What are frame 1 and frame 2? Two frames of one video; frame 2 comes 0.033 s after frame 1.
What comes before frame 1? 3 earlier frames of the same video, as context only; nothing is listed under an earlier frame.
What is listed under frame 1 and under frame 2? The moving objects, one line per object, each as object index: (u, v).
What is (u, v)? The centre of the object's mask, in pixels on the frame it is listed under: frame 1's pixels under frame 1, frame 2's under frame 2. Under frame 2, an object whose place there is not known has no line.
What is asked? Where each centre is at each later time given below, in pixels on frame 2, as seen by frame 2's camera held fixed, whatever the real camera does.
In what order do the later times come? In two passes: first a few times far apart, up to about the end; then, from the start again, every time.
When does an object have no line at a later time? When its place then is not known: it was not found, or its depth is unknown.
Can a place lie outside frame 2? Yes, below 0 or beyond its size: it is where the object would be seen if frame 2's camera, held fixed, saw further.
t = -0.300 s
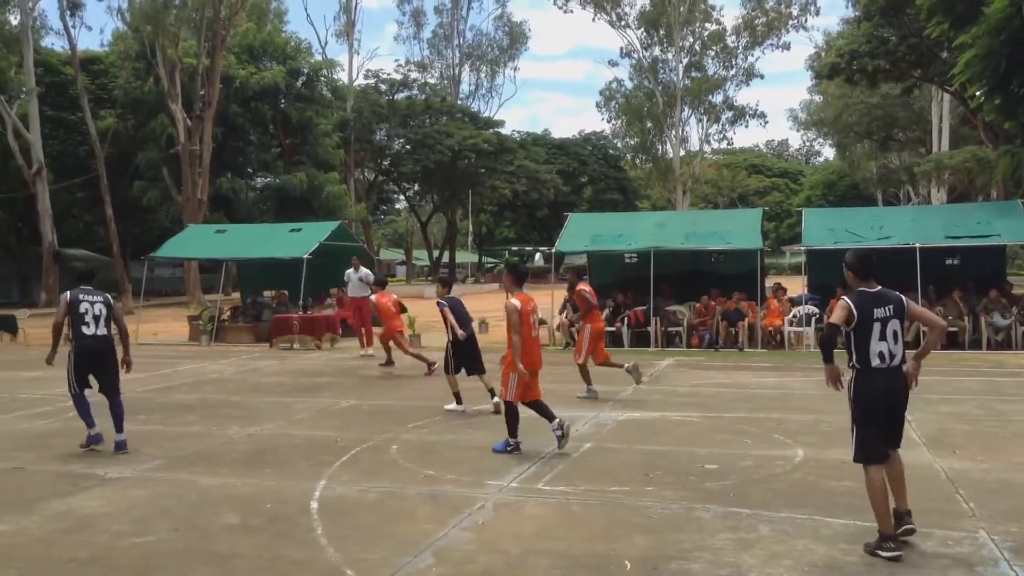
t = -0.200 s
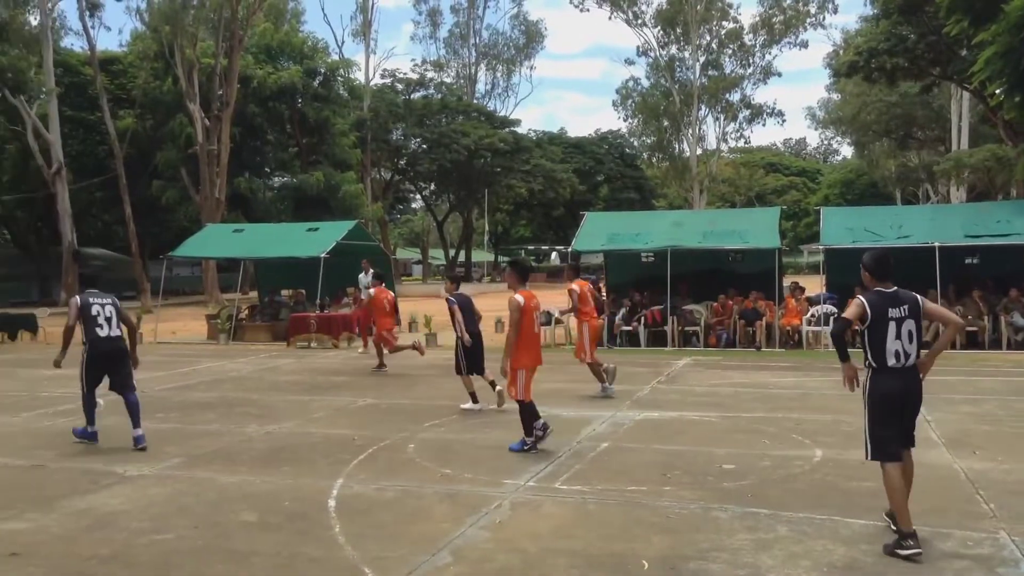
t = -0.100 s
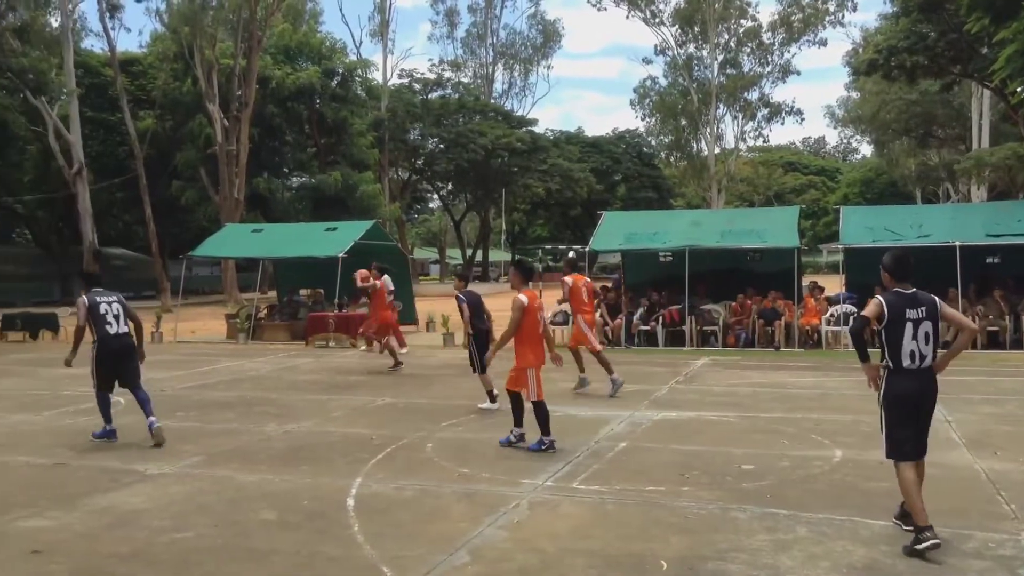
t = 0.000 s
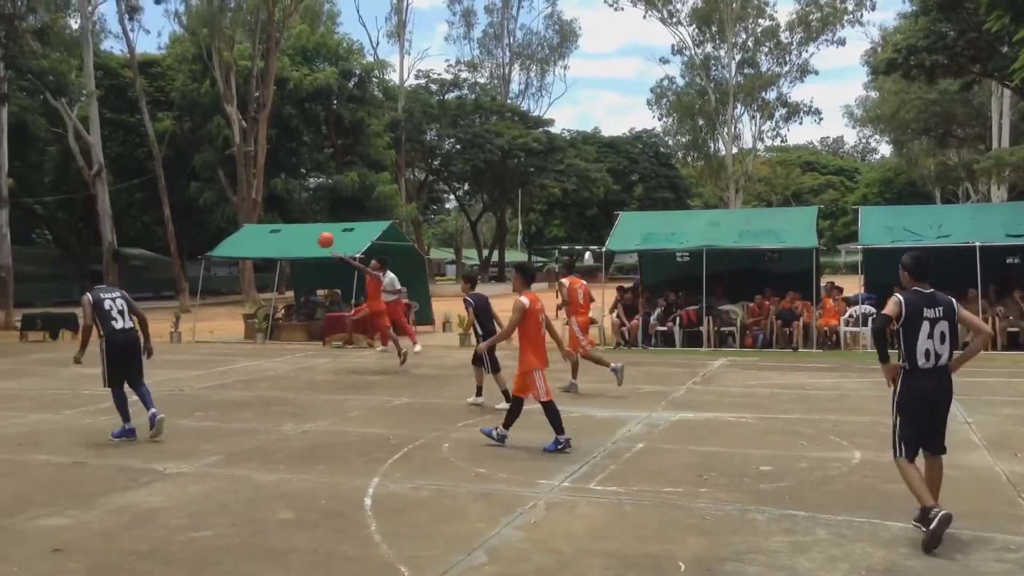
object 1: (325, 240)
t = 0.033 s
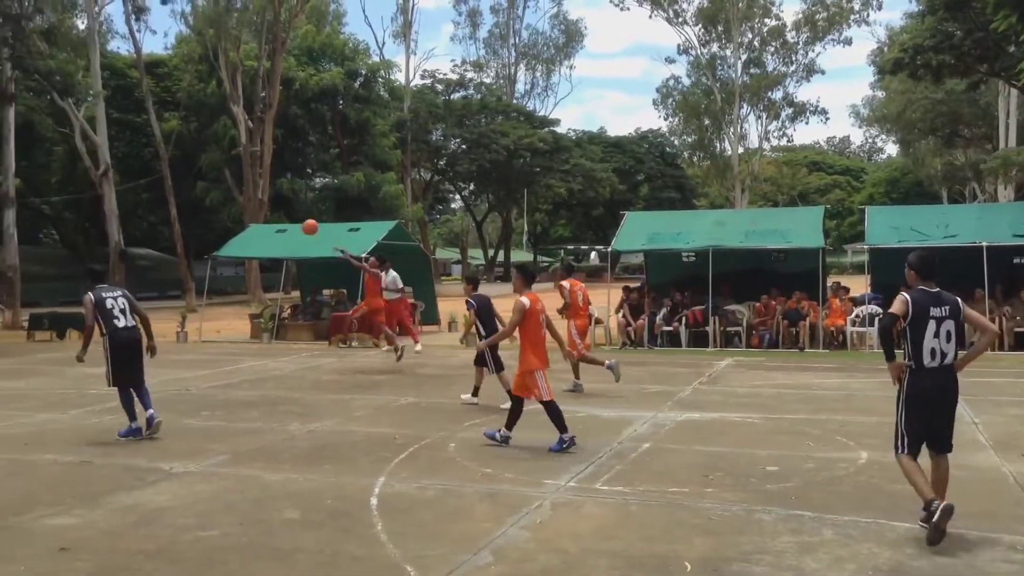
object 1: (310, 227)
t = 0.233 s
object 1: (178, 164)
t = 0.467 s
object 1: (16, 121)
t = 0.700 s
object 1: (-154, 114)
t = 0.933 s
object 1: (-331, 147)
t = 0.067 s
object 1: (288, 215)
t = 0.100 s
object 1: (266, 204)
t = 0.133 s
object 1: (245, 192)
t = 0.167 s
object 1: (223, 183)
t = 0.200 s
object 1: (200, 173)
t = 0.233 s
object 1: (178, 164)
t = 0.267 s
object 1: (155, 156)
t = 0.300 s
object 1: (132, 149)
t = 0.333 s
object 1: (110, 141)
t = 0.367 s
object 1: (86, 135)
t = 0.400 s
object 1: (64, 130)
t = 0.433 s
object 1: (40, 125)
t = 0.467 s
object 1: (16, 121)
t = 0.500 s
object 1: (-7, 117)
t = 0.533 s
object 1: (-32, 115)
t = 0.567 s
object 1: (-55, 112)
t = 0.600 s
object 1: (-80, 112)
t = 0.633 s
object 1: (-105, 111)
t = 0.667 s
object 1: (-129, 112)
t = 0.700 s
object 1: (-154, 114)
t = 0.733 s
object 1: (-179, 116)
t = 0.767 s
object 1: (-204, 119)
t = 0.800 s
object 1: (-230, 123)
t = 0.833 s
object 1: (-255, 128)
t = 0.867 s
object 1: (-280, 134)
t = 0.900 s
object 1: (-305, 140)
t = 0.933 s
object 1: (-331, 147)
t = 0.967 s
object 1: (-356, 156)
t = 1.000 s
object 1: (-382, 165)
